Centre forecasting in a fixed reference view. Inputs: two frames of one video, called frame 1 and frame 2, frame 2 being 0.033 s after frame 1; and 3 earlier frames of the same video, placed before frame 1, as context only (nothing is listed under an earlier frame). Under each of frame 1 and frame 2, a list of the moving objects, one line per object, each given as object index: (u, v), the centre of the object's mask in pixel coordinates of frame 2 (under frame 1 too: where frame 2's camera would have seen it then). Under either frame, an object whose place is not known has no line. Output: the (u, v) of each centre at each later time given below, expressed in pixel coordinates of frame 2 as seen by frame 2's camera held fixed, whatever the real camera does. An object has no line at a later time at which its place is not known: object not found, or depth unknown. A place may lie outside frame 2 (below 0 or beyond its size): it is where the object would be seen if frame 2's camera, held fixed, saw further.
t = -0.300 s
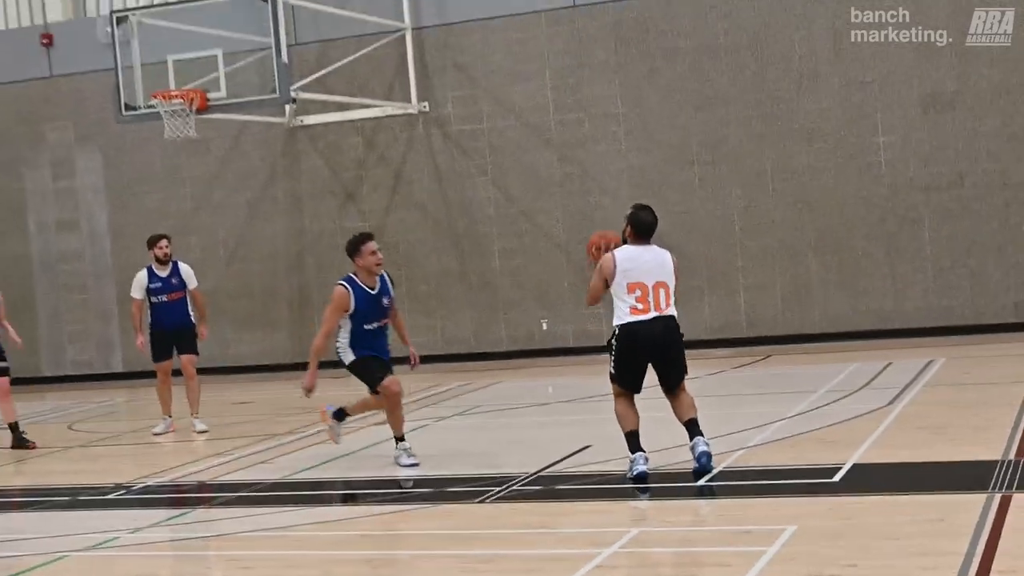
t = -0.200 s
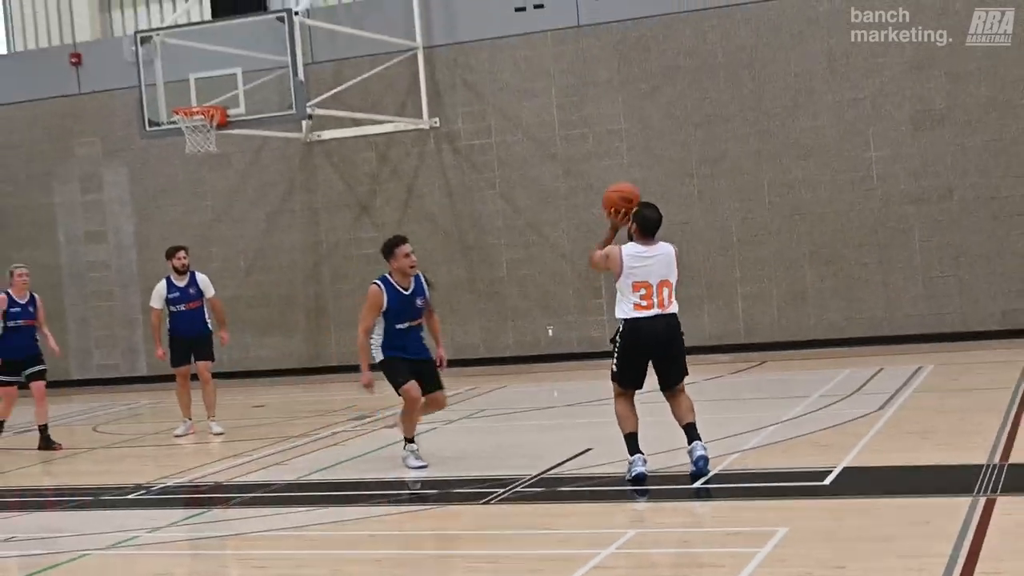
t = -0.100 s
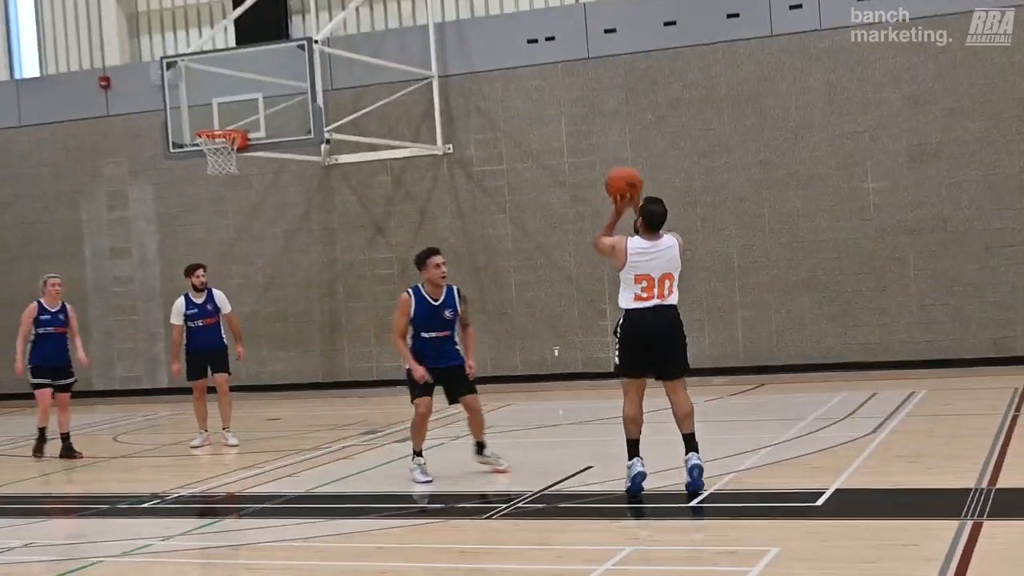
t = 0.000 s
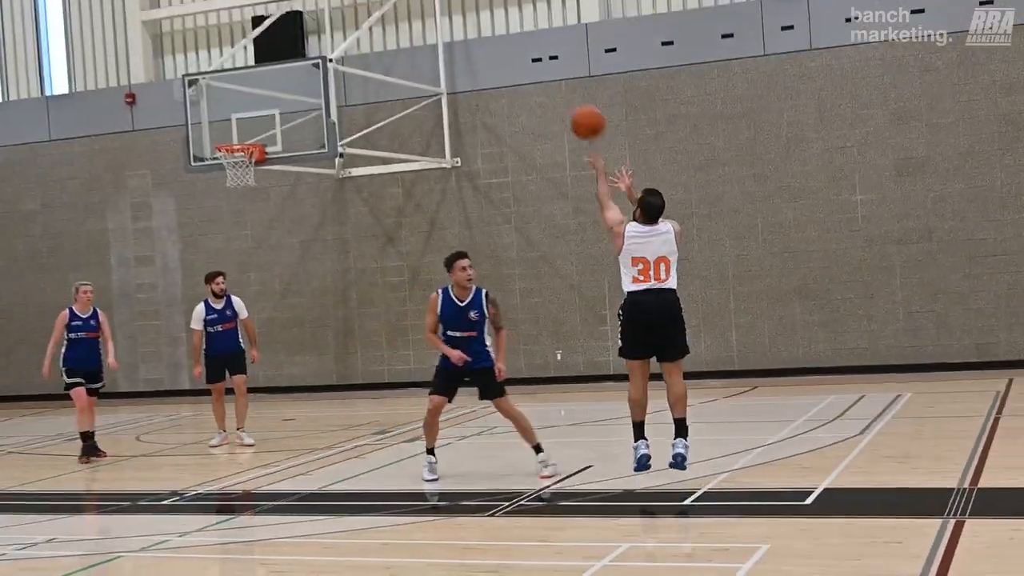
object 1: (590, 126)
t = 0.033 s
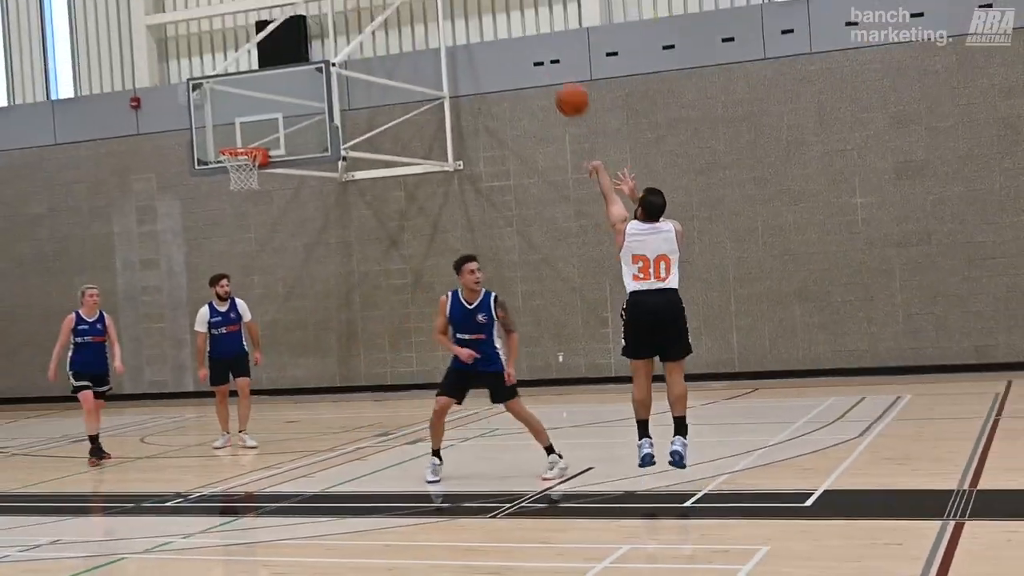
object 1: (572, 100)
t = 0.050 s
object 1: (564, 87)
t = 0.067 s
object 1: (555, 75)
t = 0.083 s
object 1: (547, 64)
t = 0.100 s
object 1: (538, 54)
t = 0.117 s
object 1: (531, 44)
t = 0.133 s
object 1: (524, 35)
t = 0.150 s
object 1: (516, 25)
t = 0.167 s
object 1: (509, 19)
